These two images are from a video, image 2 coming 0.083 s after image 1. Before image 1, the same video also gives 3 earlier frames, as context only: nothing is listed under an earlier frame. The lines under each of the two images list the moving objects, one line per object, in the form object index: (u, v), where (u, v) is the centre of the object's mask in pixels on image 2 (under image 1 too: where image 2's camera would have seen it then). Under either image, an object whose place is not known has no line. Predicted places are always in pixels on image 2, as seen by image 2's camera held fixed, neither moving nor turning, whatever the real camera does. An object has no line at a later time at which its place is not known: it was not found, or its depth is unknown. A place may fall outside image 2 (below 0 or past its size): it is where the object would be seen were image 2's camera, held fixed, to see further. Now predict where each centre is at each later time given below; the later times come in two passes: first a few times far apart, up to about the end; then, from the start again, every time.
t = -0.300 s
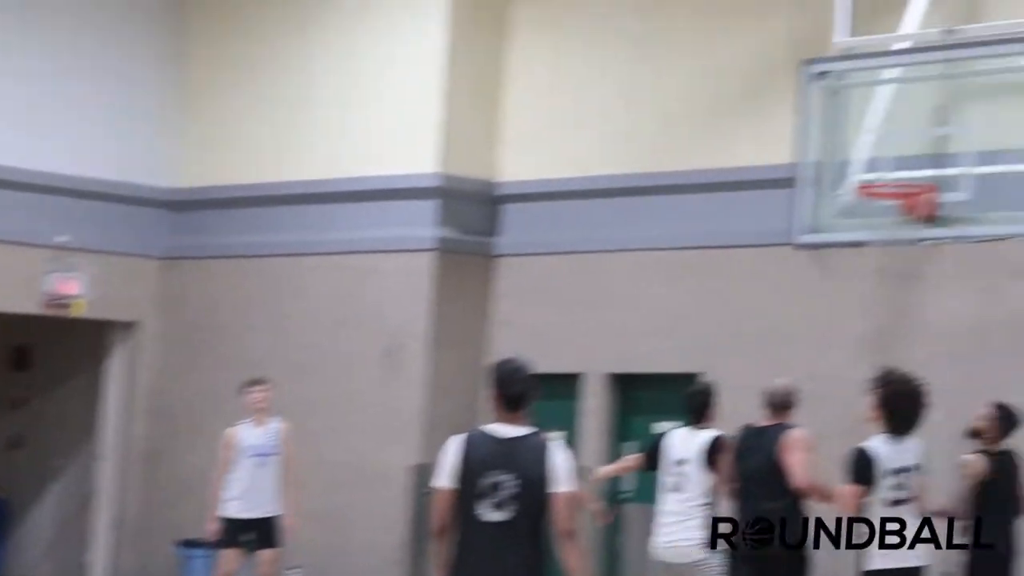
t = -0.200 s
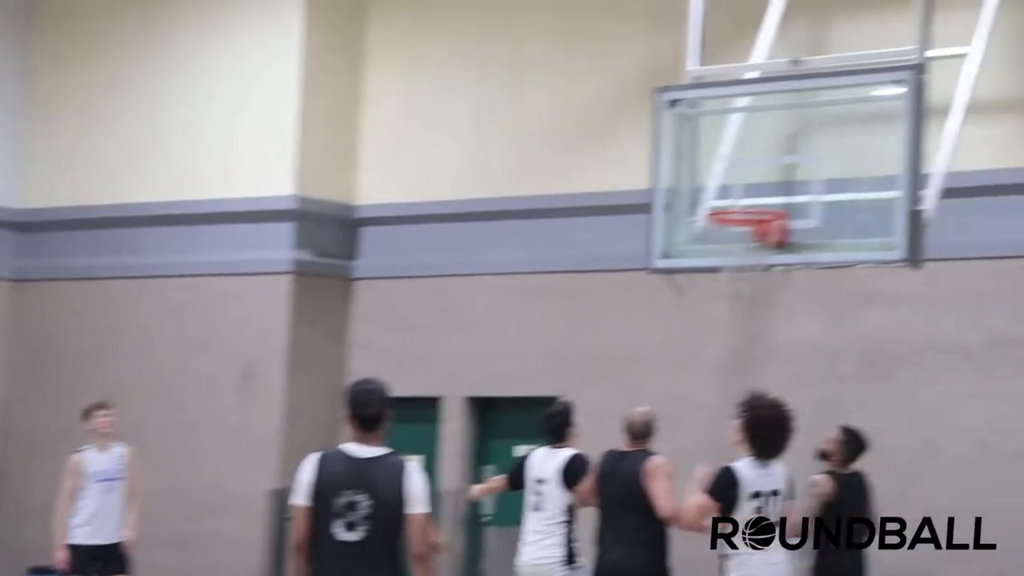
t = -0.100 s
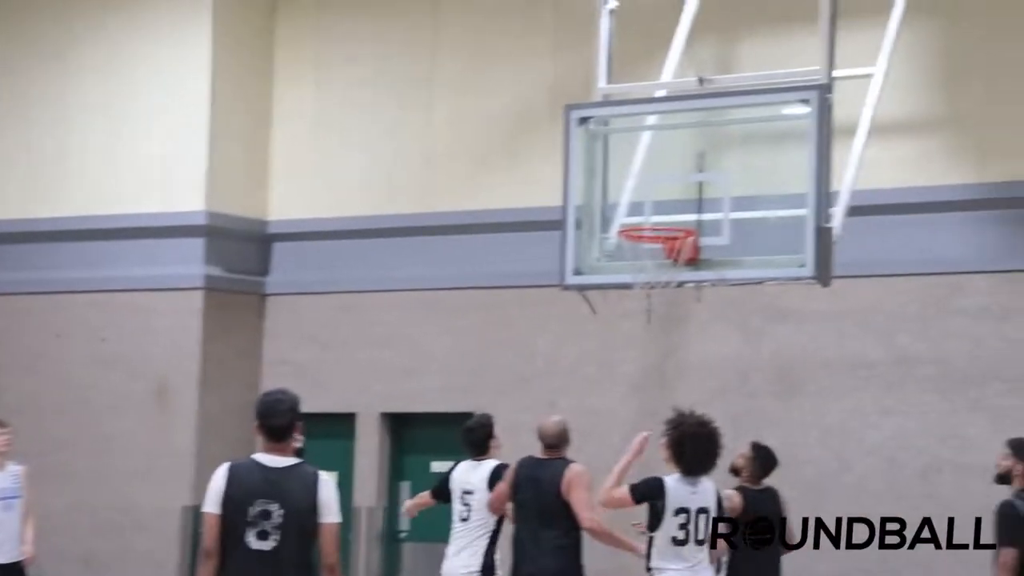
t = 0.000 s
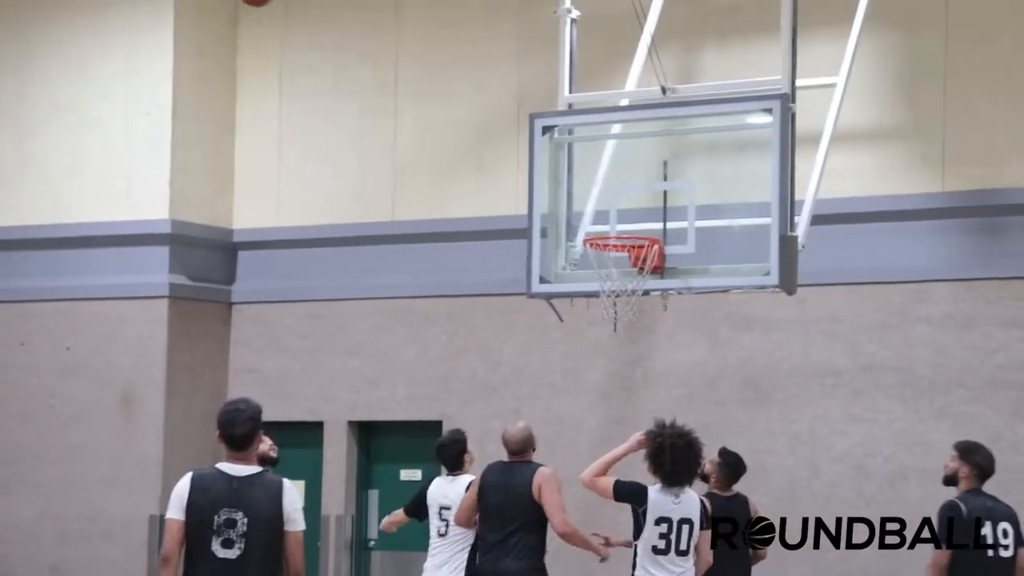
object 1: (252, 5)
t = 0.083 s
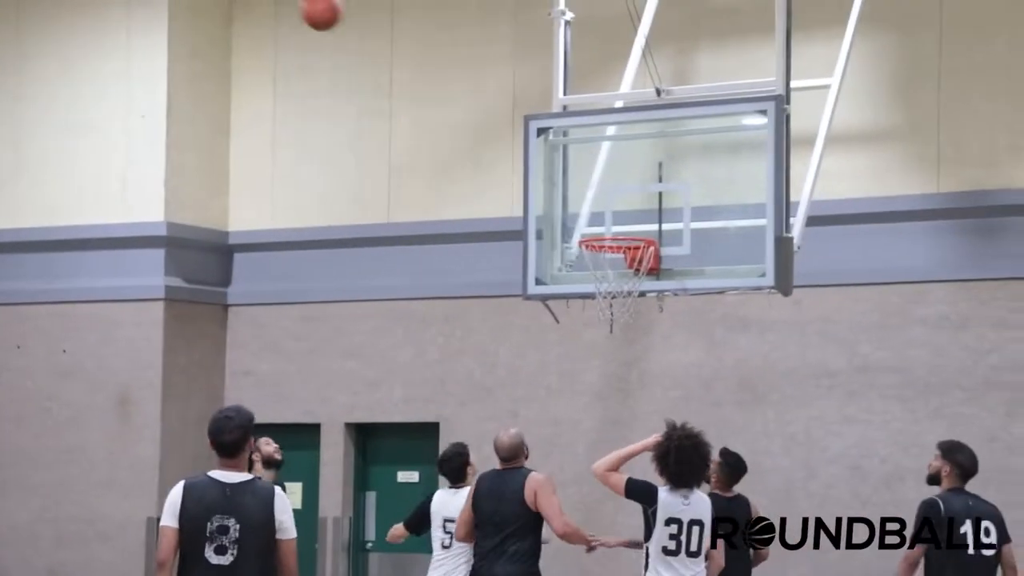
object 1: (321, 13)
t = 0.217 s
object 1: (430, 66)
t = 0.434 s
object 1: (596, 211)
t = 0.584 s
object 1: (641, 315)
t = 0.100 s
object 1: (335, 17)
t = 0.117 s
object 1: (349, 21)
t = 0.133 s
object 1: (363, 28)
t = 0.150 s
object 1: (376, 35)
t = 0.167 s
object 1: (390, 42)
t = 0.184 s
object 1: (404, 50)
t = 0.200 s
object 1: (417, 58)
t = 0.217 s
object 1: (430, 66)
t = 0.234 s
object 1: (443, 75)
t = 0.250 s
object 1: (456, 84)
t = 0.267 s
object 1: (470, 94)
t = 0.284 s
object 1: (483, 104)
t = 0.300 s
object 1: (495, 114)
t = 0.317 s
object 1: (507, 124)
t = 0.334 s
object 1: (521, 135)
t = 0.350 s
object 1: (534, 147)
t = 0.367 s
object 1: (546, 159)
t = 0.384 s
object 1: (559, 171)
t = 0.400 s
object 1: (571, 184)
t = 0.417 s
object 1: (583, 197)
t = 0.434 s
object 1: (596, 211)
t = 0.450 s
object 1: (608, 222)
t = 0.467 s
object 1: (620, 235)
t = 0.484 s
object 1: (631, 255)
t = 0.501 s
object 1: (638, 265)
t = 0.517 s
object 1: (639, 277)
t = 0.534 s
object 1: (639, 288)
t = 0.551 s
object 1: (640, 296)
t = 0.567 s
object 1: (641, 305)
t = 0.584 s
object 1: (641, 315)
